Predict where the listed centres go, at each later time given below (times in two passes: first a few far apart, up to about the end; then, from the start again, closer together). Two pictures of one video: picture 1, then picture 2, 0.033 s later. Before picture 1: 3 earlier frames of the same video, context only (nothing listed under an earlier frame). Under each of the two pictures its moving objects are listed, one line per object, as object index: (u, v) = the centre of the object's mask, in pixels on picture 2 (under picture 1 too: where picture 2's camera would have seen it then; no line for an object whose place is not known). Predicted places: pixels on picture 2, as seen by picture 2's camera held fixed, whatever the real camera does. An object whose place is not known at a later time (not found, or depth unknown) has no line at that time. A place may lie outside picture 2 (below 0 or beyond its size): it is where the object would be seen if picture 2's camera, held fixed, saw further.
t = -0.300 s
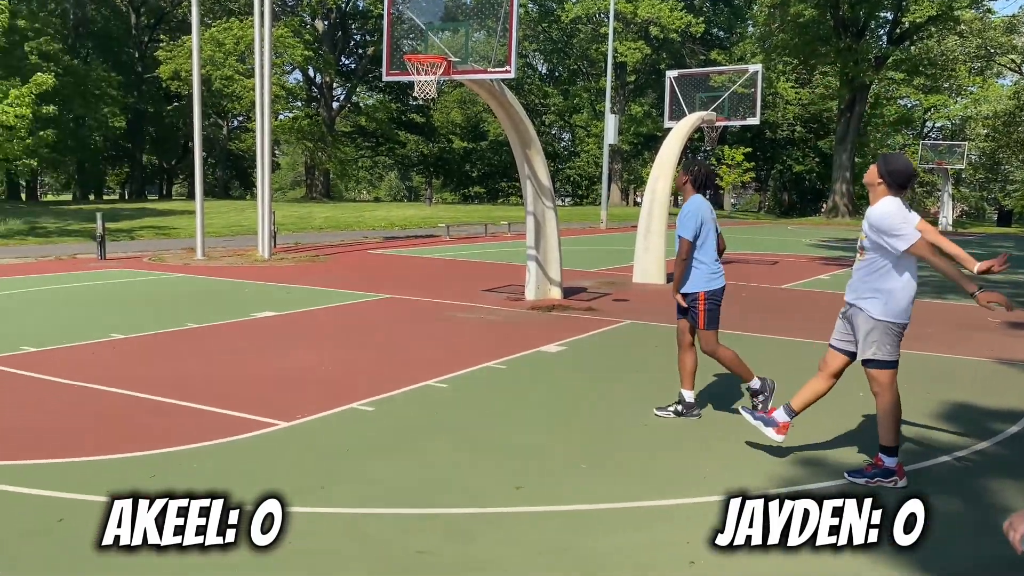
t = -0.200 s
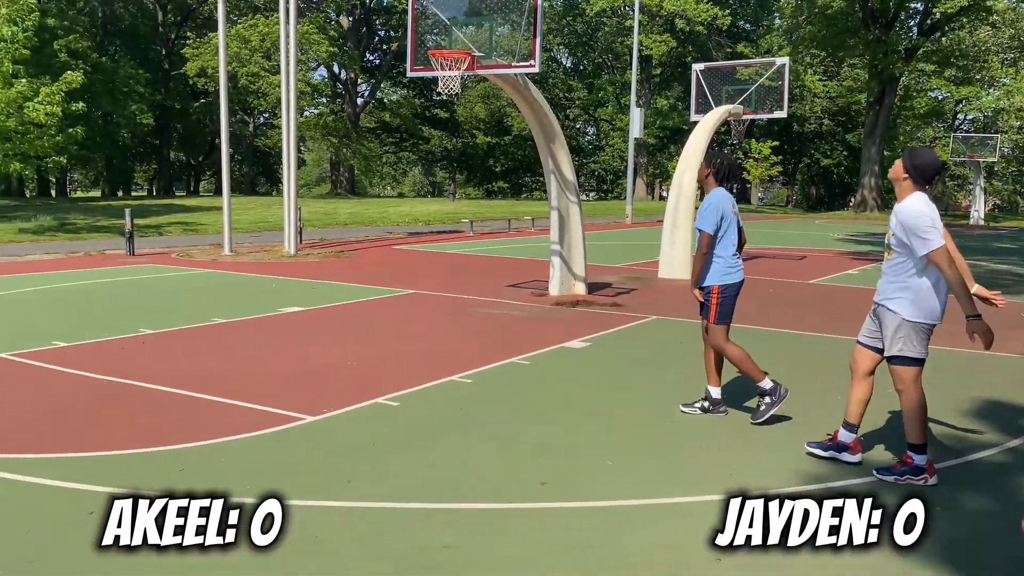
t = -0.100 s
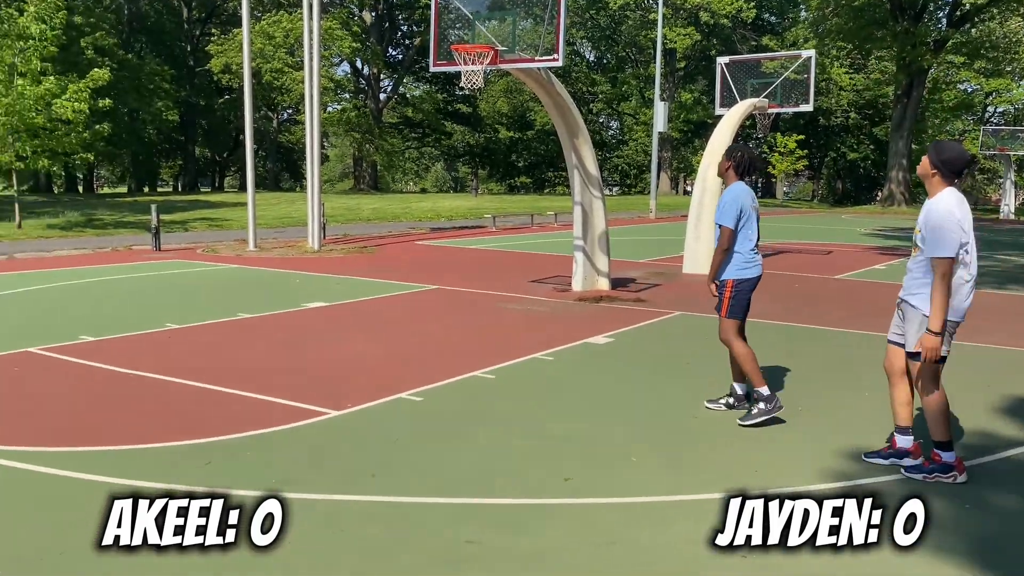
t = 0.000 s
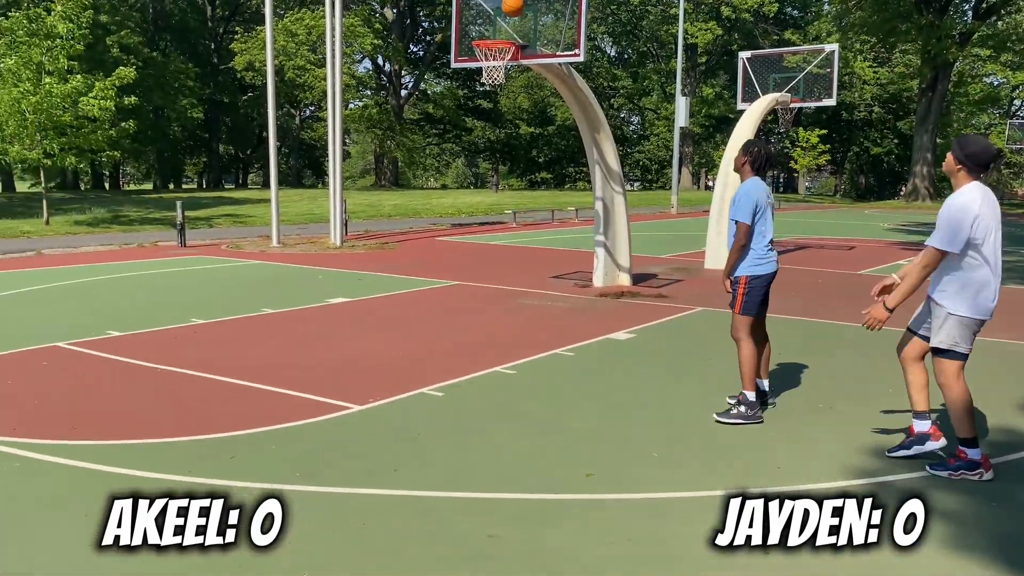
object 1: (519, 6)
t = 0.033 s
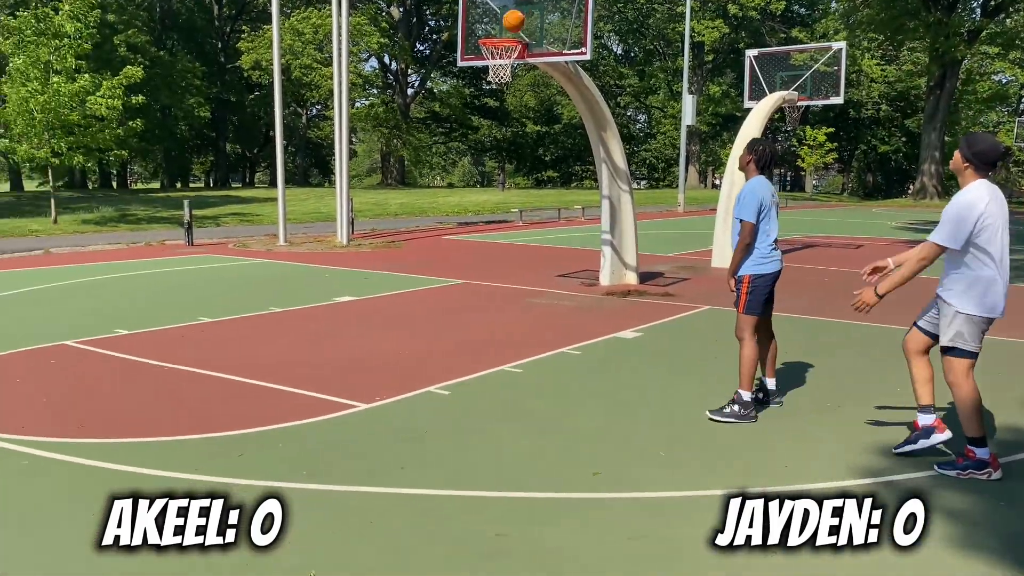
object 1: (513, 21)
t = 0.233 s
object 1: (475, 10)
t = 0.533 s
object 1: (409, 11)
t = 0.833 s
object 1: (341, 97)
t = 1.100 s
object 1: (282, 243)
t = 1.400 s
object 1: (210, 191)
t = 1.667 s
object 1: (144, 98)
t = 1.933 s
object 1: (77, 72)
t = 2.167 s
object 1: (19, 110)
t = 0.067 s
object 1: (508, 30)
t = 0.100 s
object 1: (501, 24)
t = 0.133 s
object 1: (494, 17)
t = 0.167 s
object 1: (490, 14)
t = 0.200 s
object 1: (483, 12)
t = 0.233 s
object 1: (475, 10)
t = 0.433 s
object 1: (433, 8)
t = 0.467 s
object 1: (423, 9)
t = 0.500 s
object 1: (418, 10)
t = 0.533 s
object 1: (409, 11)
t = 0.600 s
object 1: (393, 21)
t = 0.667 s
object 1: (379, 37)
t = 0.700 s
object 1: (370, 47)
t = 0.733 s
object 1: (362, 58)
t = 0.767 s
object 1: (356, 71)
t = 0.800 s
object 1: (348, 84)
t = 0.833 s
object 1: (341, 97)
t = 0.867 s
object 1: (333, 112)
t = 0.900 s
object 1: (326, 129)
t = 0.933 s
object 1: (319, 145)
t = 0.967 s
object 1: (311, 163)
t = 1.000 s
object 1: (304, 182)
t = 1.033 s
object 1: (297, 201)
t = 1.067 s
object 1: (289, 222)
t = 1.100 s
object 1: (282, 243)
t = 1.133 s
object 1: (274, 266)
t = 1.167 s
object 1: (267, 290)
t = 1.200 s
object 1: (259, 299)
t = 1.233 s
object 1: (251, 279)
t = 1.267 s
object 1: (243, 260)
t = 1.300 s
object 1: (235, 241)
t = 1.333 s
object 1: (227, 223)
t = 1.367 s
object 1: (219, 206)
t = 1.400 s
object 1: (210, 191)
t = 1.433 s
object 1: (202, 175)
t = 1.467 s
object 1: (194, 162)
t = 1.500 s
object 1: (186, 149)
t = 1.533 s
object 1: (177, 136)
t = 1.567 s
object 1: (169, 125)
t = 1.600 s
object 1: (161, 115)
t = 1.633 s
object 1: (152, 106)
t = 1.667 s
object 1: (144, 98)
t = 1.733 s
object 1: (128, 85)
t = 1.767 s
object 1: (120, 79)
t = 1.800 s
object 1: (110, 76)
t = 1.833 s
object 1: (102, 73)
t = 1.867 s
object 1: (94, 72)
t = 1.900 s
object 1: (86, 72)
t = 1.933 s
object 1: (77, 72)
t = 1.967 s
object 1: (68, 74)
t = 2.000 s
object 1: (60, 77)
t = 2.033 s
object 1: (53, 80)
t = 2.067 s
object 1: (45, 86)
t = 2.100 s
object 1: (37, 92)
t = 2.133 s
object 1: (29, 100)
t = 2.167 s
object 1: (19, 110)
